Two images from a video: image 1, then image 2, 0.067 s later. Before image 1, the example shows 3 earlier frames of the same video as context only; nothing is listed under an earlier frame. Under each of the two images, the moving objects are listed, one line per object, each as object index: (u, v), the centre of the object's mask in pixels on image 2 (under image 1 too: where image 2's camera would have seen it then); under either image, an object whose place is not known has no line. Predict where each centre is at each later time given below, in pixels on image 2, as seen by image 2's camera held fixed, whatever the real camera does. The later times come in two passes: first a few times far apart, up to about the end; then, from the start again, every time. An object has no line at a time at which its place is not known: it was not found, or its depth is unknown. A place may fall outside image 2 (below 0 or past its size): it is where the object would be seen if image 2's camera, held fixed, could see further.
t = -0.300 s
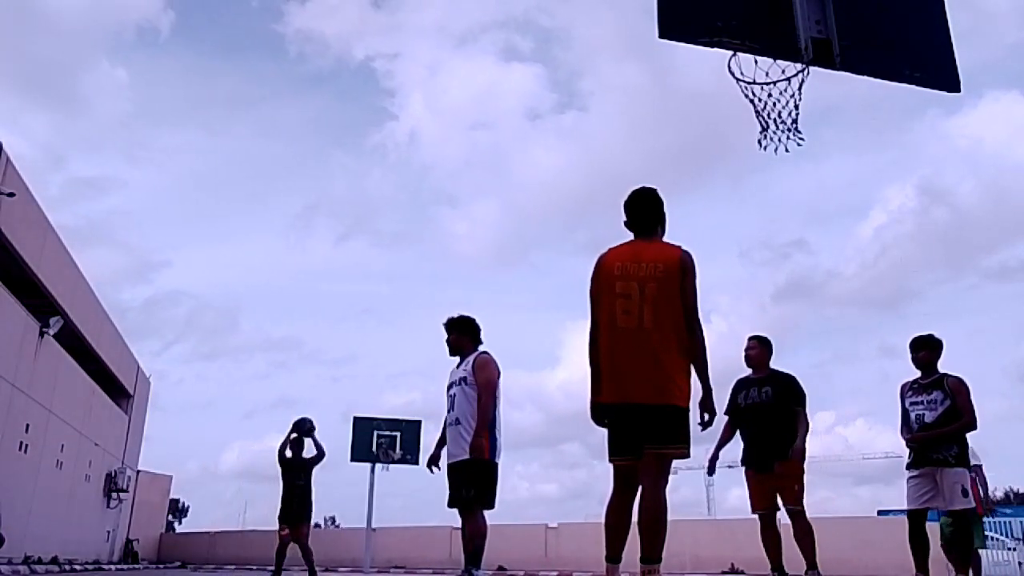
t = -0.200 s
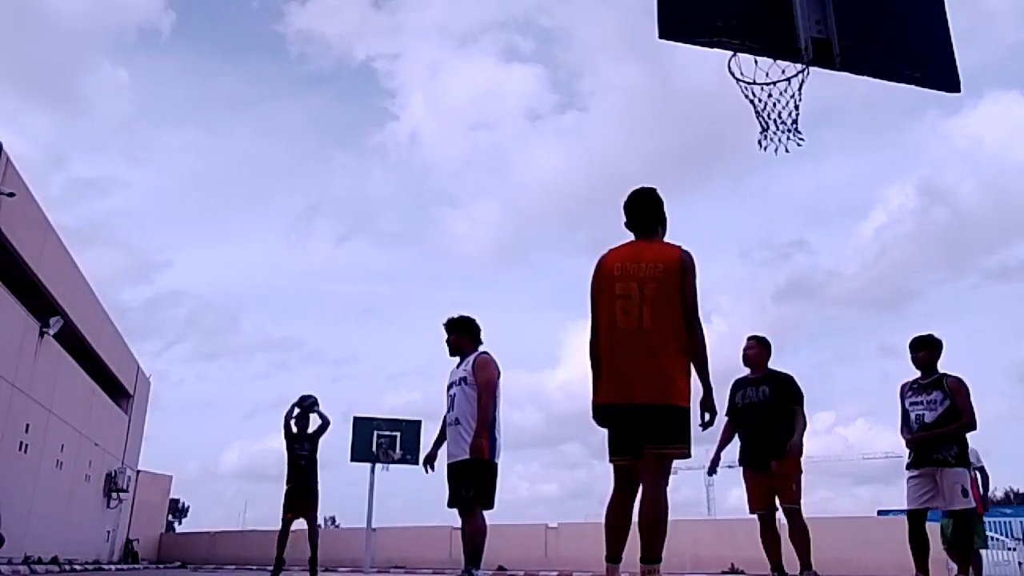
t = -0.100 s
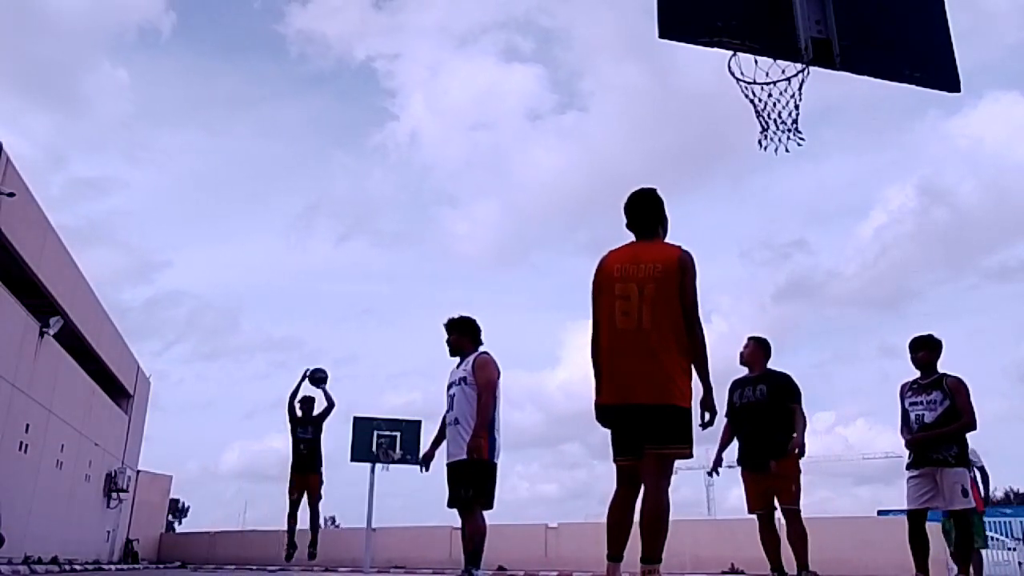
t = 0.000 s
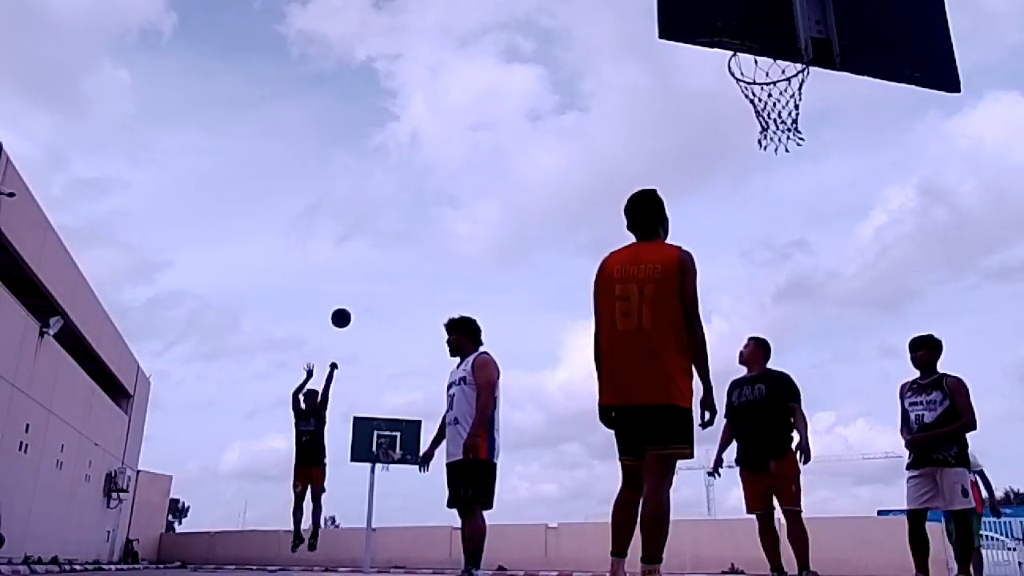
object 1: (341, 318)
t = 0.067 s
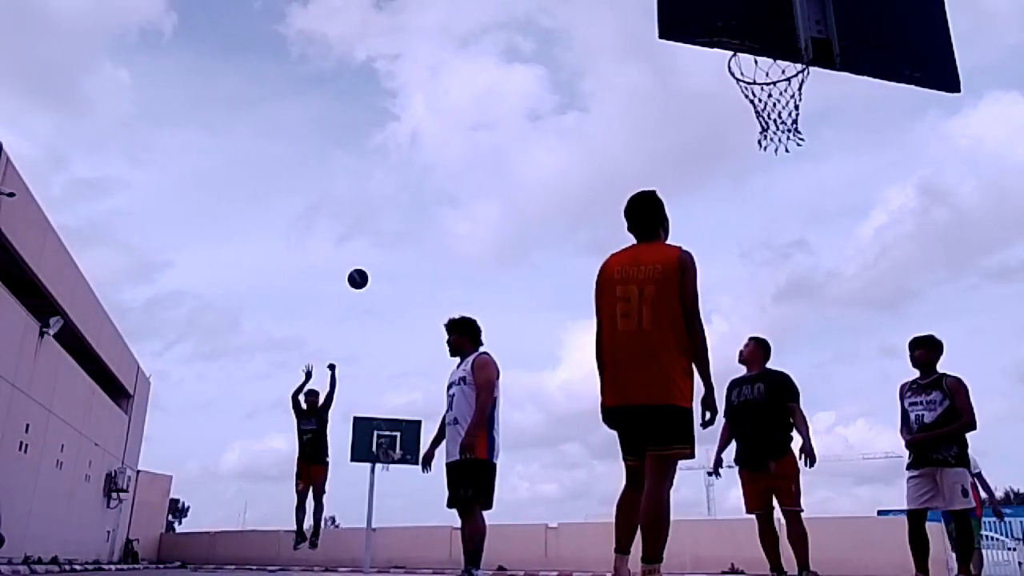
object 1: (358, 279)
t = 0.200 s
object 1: (392, 208)
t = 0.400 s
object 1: (448, 120)
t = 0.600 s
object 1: (512, 56)
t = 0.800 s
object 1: (590, 18)
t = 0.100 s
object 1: (366, 260)
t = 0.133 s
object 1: (375, 242)
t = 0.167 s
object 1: (384, 225)
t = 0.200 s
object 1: (392, 208)
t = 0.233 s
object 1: (401, 192)
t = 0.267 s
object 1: (410, 176)
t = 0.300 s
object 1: (420, 161)
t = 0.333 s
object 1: (429, 147)
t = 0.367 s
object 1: (439, 133)
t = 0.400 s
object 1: (448, 120)
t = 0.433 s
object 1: (458, 108)
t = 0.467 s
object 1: (468, 96)
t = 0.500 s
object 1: (479, 85)
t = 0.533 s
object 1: (490, 75)
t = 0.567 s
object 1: (501, 65)
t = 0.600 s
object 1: (512, 56)
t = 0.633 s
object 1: (524, 48)
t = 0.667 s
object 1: (536, 40)
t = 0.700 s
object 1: (549, 34)
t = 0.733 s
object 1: (562, 28)
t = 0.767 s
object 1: (575, 22)
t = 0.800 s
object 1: (590, 18)
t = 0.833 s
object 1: (604, 15)
